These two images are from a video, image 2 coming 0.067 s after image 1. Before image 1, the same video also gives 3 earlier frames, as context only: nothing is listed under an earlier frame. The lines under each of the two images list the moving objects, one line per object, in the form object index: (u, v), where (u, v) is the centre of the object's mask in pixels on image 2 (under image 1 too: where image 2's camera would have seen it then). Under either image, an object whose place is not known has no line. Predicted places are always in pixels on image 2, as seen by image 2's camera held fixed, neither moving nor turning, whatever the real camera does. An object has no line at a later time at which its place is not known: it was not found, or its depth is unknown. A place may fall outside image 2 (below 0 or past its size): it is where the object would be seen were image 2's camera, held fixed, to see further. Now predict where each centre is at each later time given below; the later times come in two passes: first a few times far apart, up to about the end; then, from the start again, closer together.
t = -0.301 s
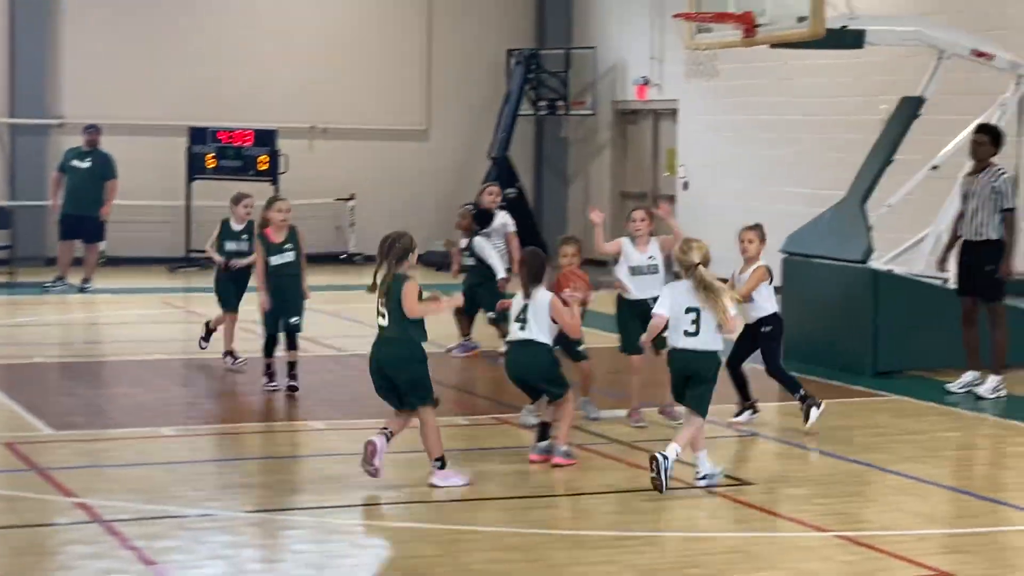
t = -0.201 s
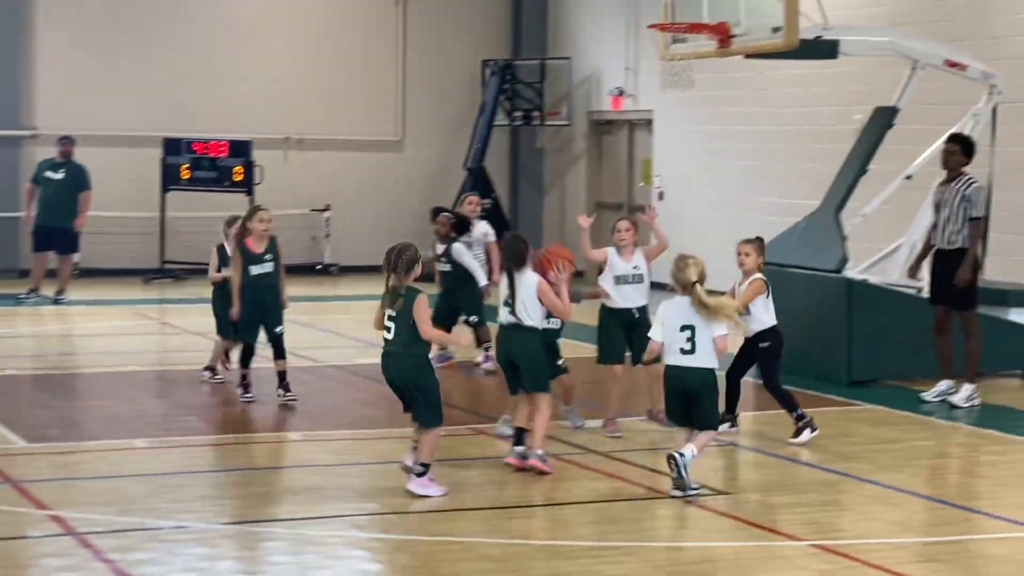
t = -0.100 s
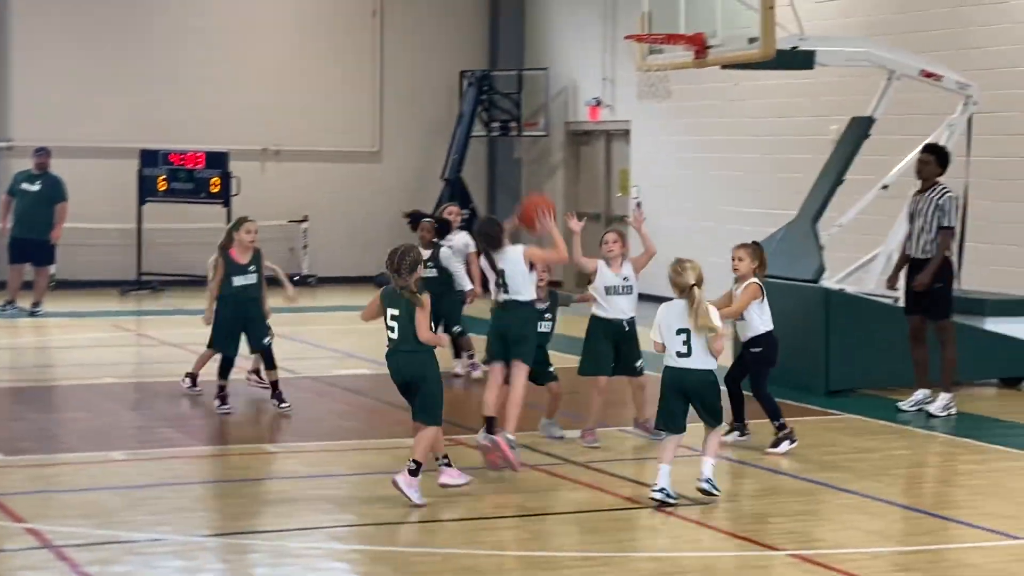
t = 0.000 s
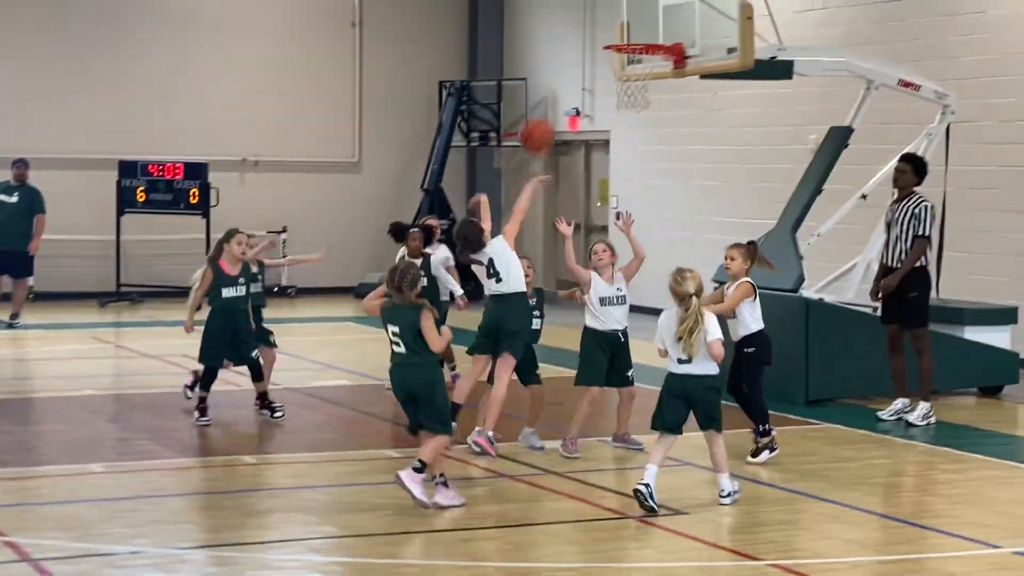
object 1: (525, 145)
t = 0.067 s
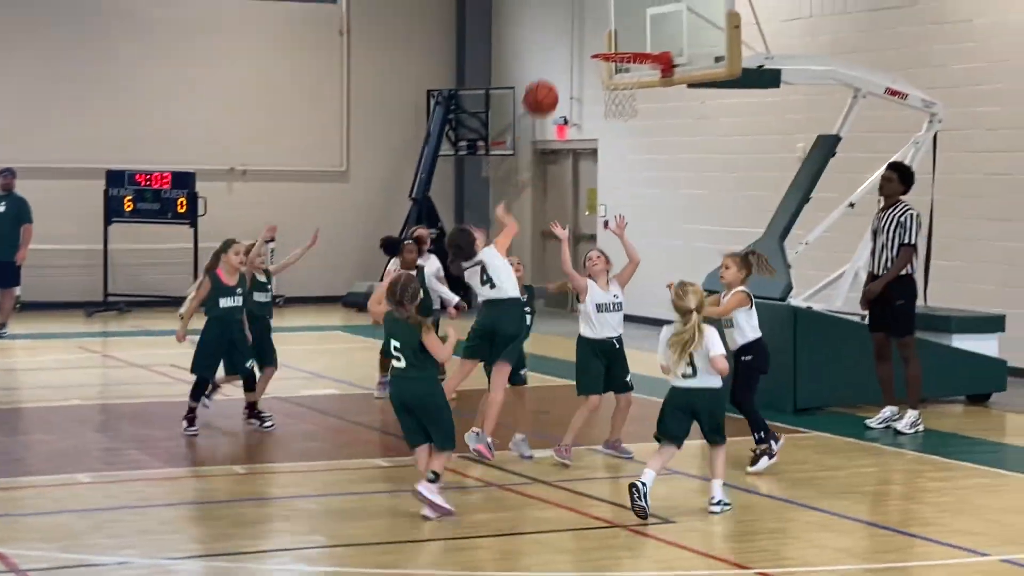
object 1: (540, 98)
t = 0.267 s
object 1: (581, 14)
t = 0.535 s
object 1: (621, 2)
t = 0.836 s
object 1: (579, 81)
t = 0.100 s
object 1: (548, 79)
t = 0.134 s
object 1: (555, 62)
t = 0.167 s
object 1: (562, 47)
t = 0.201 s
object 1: (568, 34)
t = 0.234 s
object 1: (575, 23)
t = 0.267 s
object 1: (581, 14)
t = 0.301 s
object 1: (587, 7)
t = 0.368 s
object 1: (597, -1)
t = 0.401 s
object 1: (602, -3)
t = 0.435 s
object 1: (607, -4)
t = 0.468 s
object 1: (612, -3)
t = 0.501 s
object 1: (616, -1)
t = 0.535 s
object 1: (621, 2)
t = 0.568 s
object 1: (625, 8)
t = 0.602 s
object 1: (629, 15)
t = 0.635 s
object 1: (633, 23)
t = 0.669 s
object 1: (637, 32)
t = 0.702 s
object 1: (639, 40)
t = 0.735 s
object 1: (625, 44)
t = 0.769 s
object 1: (608, 49)
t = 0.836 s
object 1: (579, 81)
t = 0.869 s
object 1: (564, 94)
